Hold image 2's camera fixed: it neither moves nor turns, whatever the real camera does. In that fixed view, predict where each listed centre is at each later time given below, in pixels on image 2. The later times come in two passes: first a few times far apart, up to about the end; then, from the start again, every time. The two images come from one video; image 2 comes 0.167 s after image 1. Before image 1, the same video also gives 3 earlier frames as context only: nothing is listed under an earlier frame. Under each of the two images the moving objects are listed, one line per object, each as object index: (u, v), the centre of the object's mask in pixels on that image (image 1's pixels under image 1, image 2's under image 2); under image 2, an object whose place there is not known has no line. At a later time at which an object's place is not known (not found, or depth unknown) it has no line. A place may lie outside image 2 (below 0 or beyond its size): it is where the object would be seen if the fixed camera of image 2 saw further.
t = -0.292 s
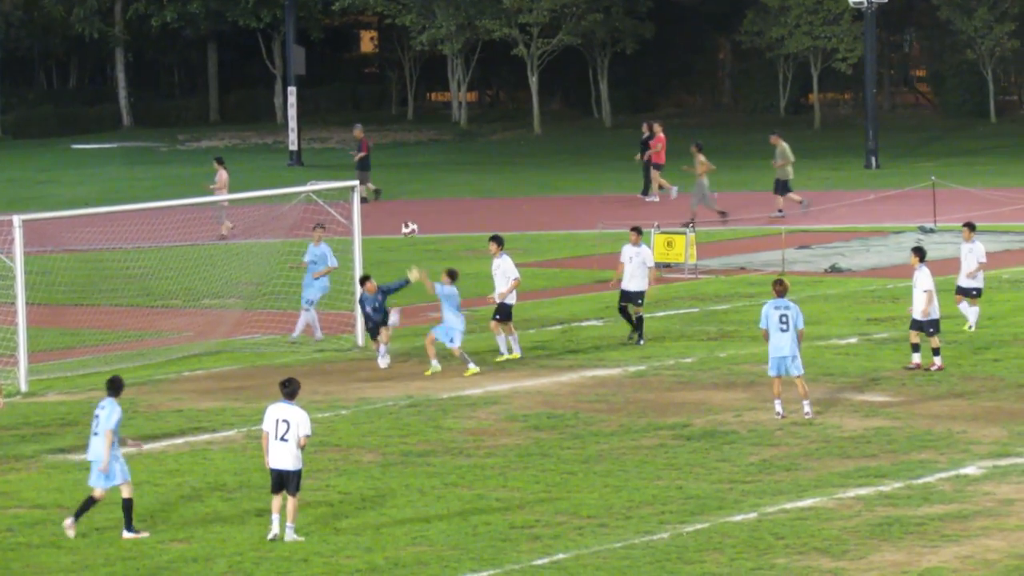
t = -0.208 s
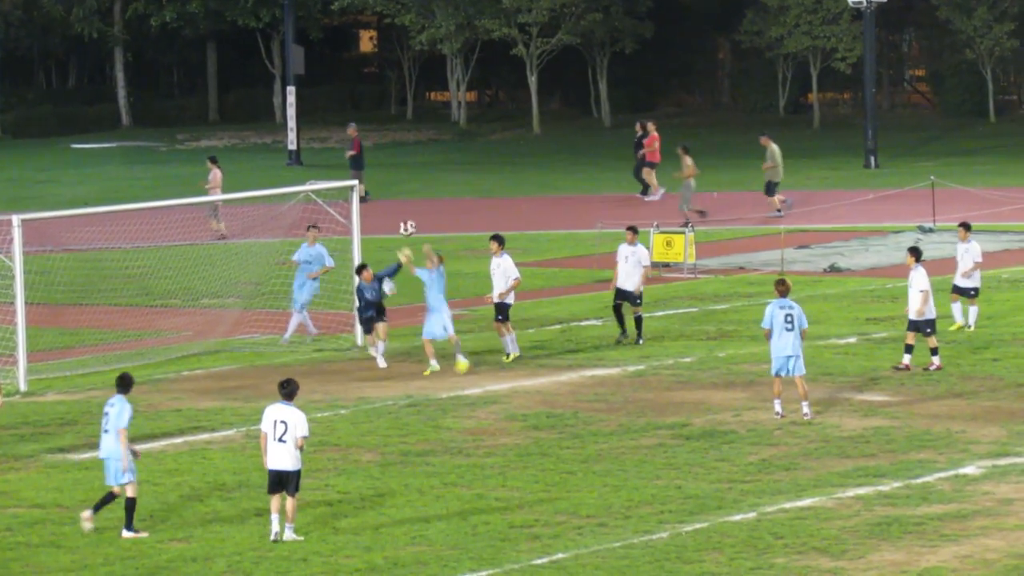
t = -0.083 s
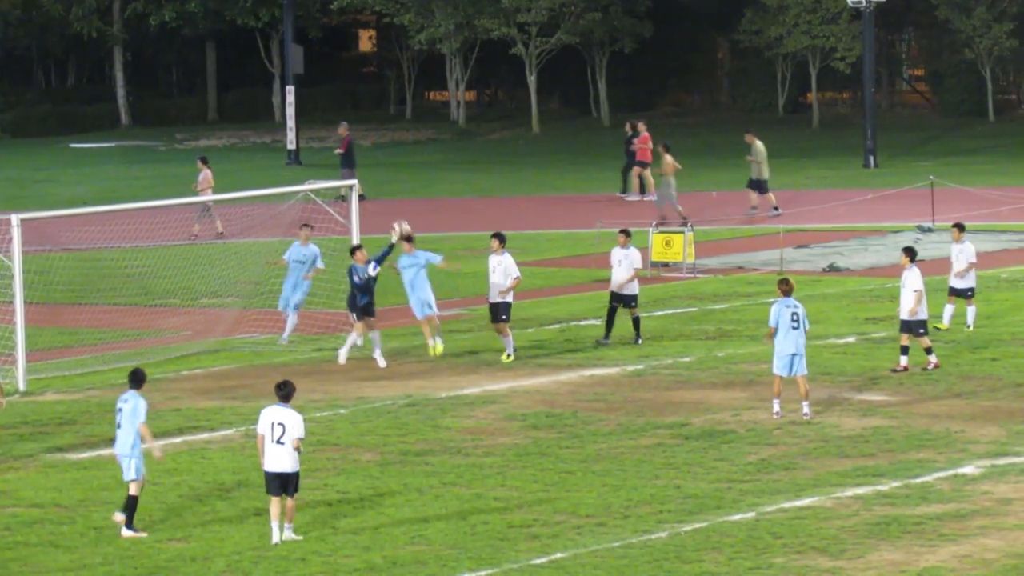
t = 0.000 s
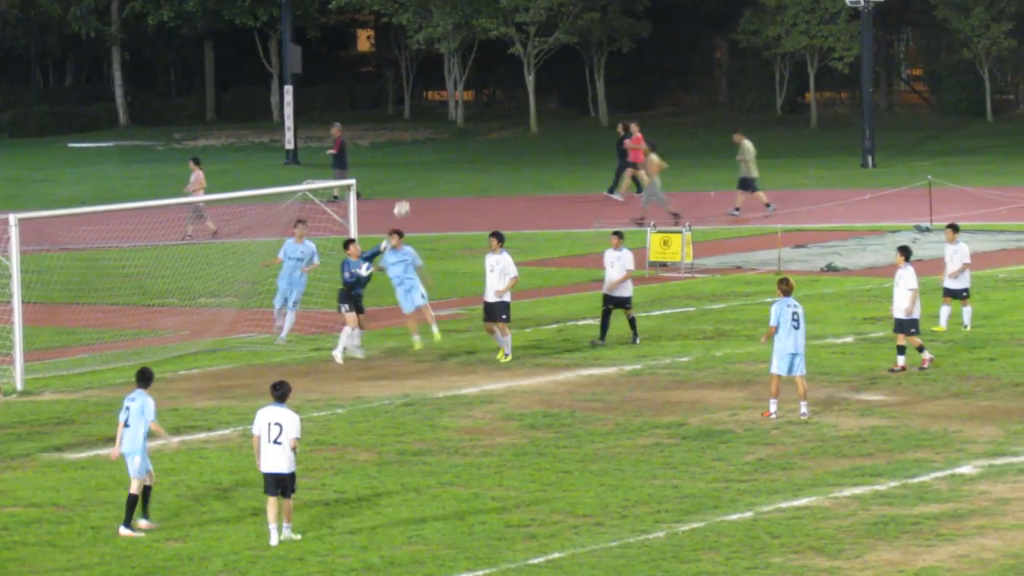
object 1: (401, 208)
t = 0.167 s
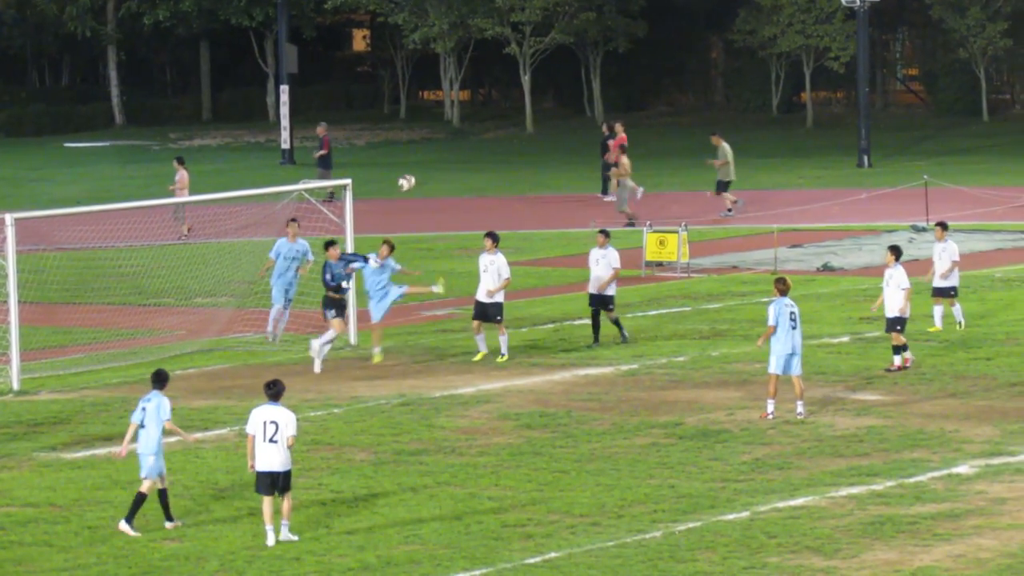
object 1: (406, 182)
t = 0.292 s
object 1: (413, 175)
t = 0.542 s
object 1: (428, 194)
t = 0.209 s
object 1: (409, 179)
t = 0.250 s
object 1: (411, 177)
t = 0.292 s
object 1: (413, 175)
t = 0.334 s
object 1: (416, 176)
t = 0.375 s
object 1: (417, 176)
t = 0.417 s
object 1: (421, 179)
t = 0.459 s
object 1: (423, 183)
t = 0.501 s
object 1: (425, 188)
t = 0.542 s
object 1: (428, 194)
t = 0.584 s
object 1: (430, 202)
